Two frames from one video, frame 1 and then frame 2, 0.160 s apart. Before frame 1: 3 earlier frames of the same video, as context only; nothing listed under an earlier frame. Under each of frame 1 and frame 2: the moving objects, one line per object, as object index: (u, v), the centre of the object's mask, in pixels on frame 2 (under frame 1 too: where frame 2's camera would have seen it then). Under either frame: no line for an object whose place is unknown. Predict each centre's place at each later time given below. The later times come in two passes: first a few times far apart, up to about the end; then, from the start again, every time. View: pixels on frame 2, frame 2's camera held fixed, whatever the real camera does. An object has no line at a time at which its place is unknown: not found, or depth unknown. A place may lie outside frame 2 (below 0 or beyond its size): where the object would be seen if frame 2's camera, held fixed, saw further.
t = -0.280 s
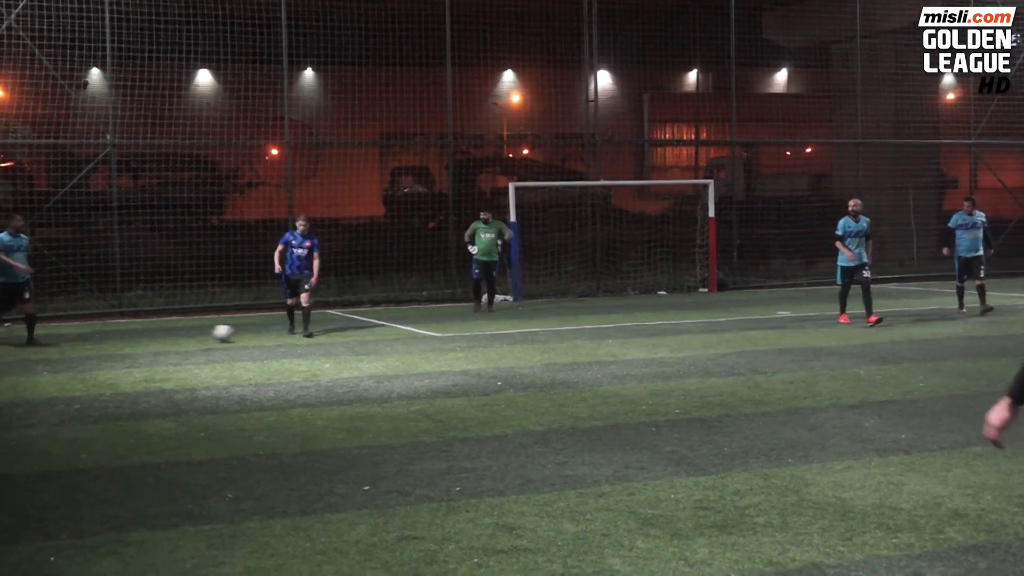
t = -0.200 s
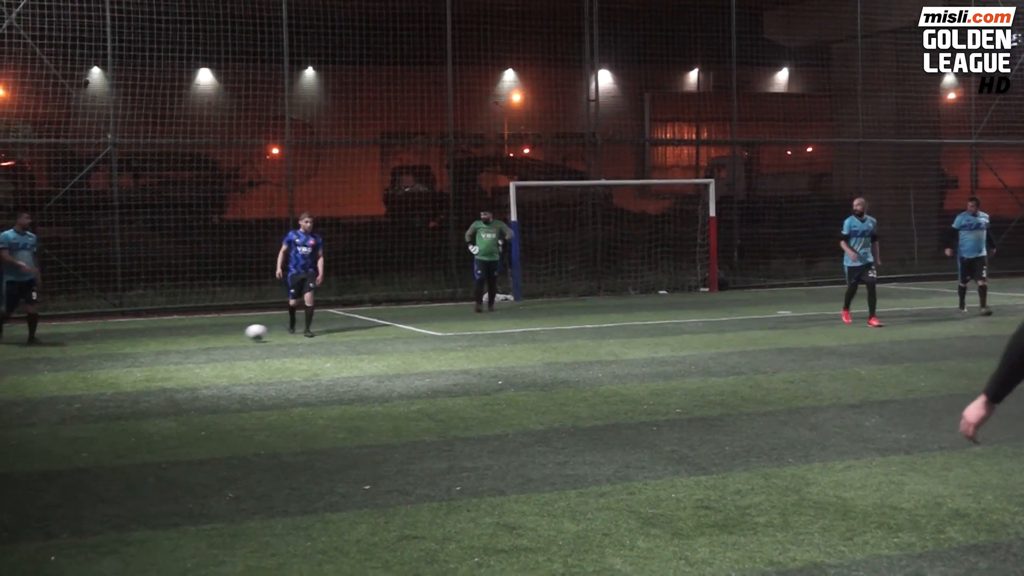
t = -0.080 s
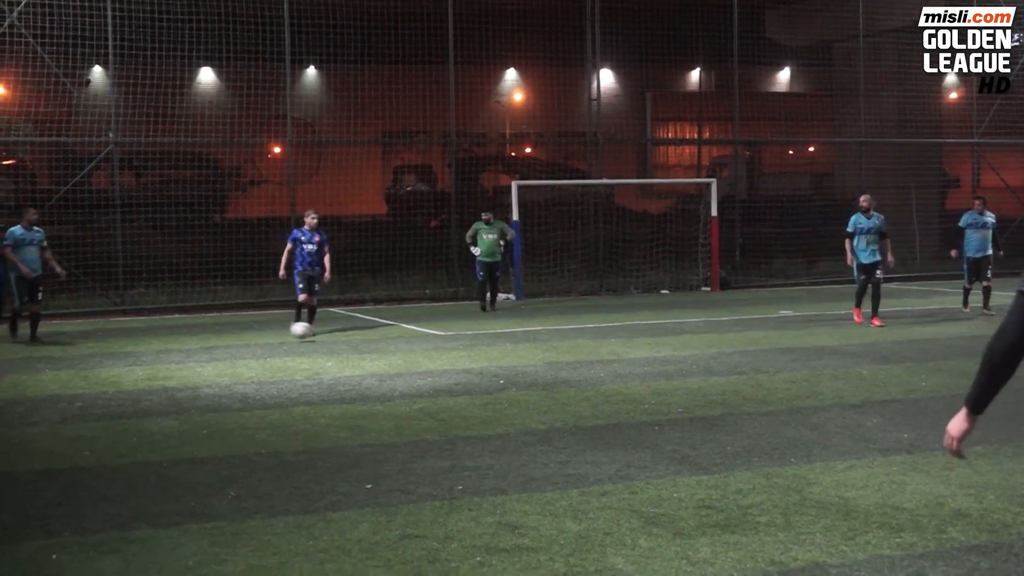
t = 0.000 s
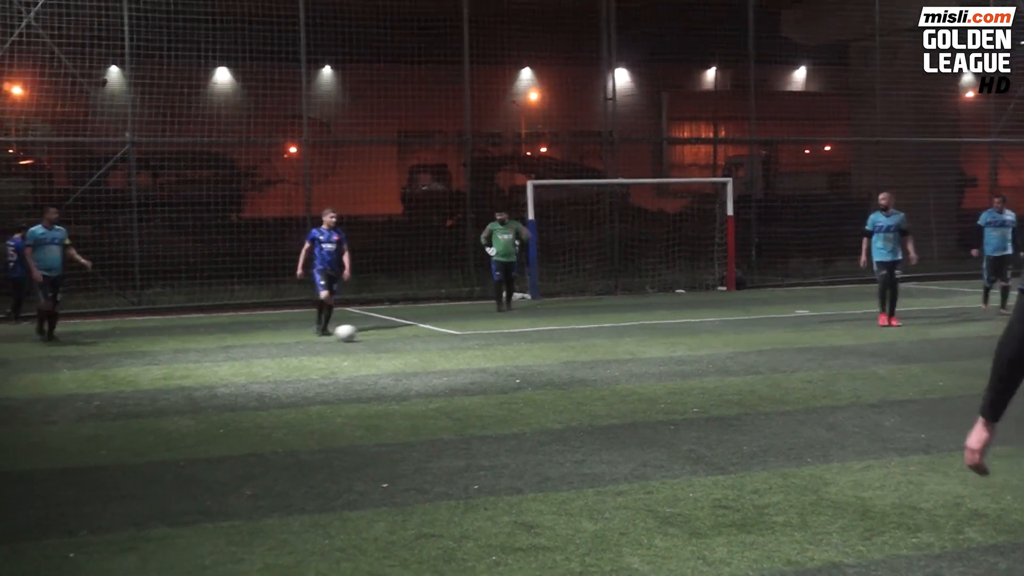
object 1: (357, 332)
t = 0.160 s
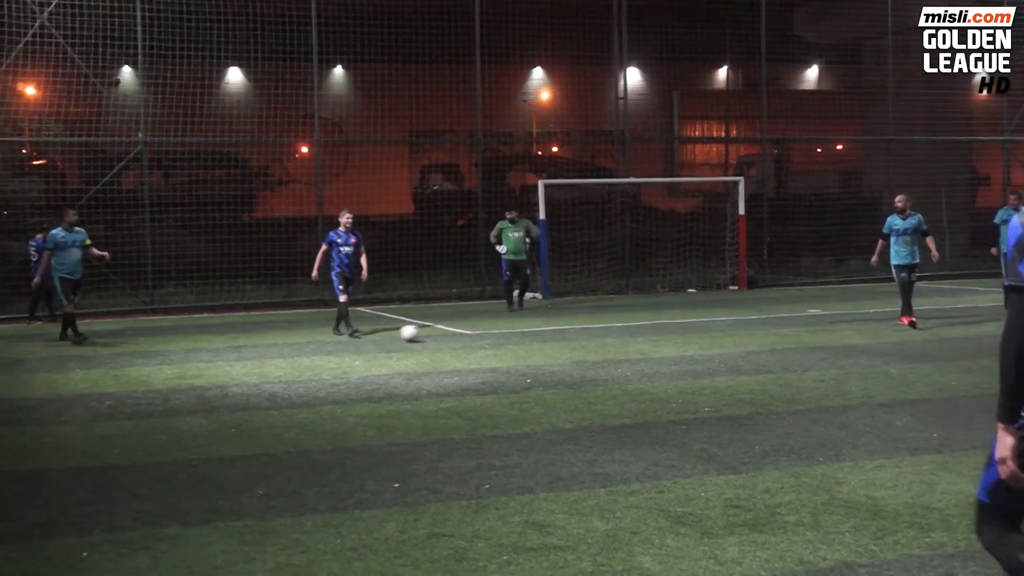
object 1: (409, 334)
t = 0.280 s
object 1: (449, 334)
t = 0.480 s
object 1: (518, 333)
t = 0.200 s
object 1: (423, 332)
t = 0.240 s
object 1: (436, 333)
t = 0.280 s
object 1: (449, 334)
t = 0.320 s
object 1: (464, 333)
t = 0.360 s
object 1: (477, 333)
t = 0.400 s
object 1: (490, 334)
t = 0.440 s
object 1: (504, 333)
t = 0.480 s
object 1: (518, 333)
